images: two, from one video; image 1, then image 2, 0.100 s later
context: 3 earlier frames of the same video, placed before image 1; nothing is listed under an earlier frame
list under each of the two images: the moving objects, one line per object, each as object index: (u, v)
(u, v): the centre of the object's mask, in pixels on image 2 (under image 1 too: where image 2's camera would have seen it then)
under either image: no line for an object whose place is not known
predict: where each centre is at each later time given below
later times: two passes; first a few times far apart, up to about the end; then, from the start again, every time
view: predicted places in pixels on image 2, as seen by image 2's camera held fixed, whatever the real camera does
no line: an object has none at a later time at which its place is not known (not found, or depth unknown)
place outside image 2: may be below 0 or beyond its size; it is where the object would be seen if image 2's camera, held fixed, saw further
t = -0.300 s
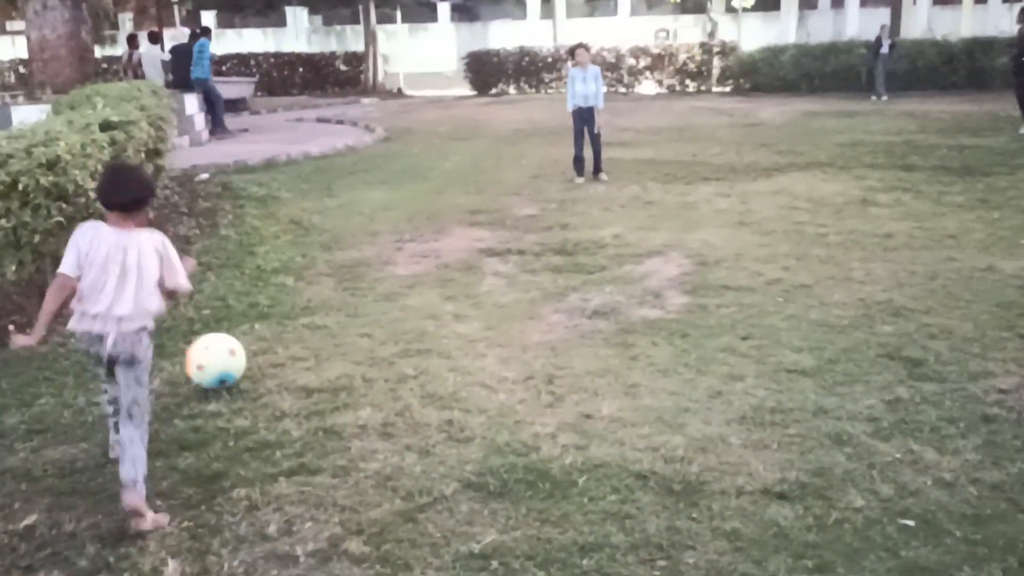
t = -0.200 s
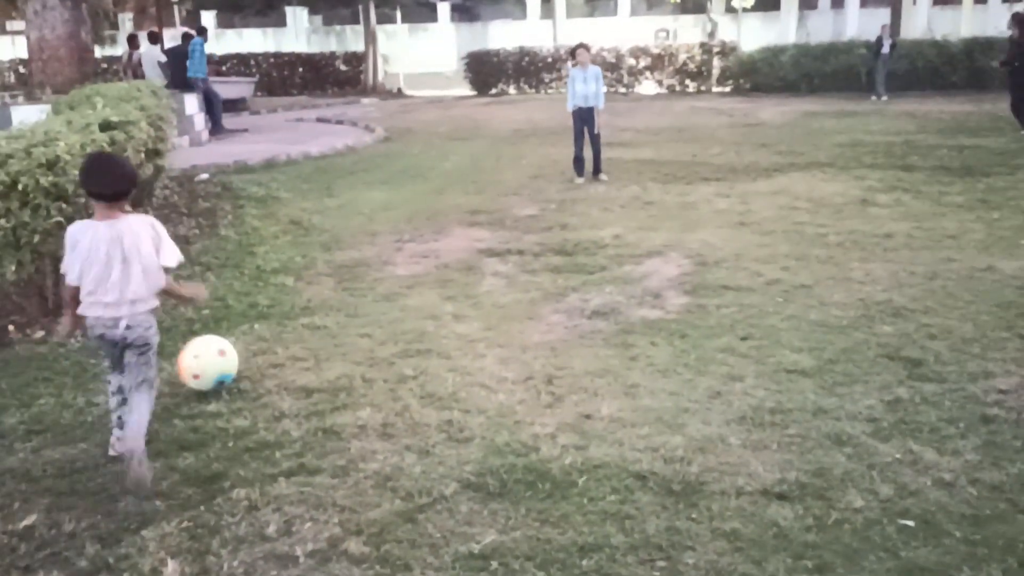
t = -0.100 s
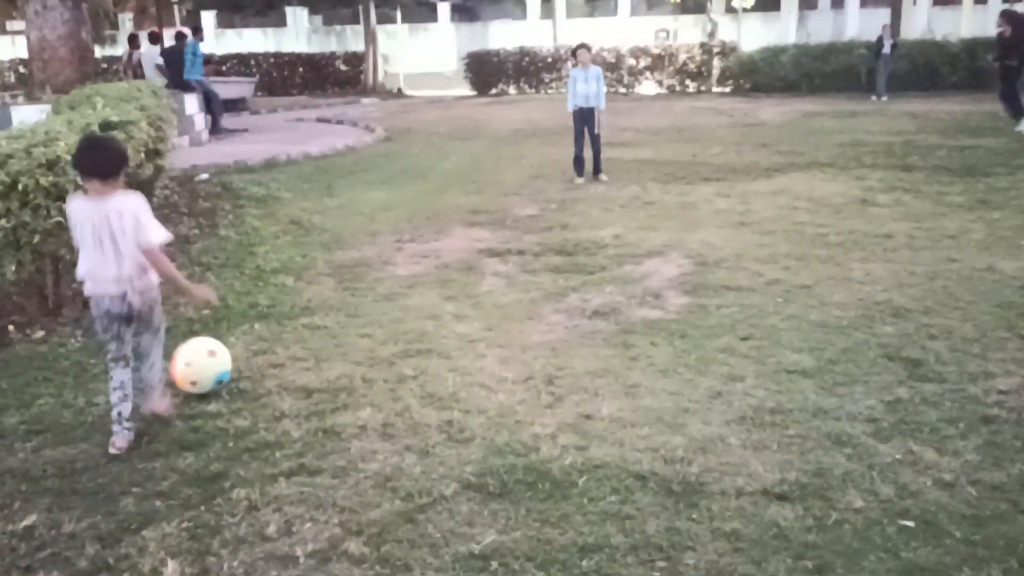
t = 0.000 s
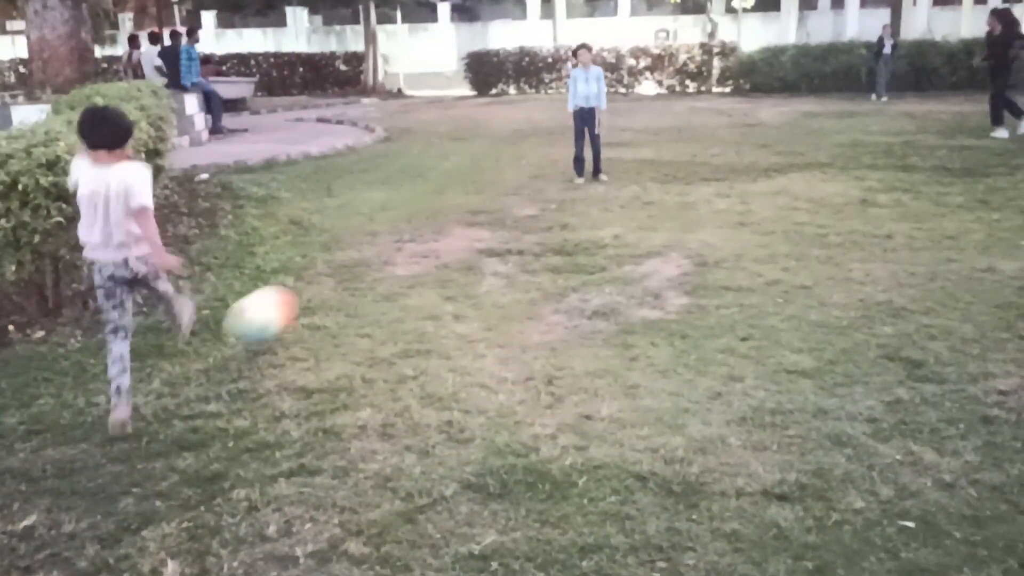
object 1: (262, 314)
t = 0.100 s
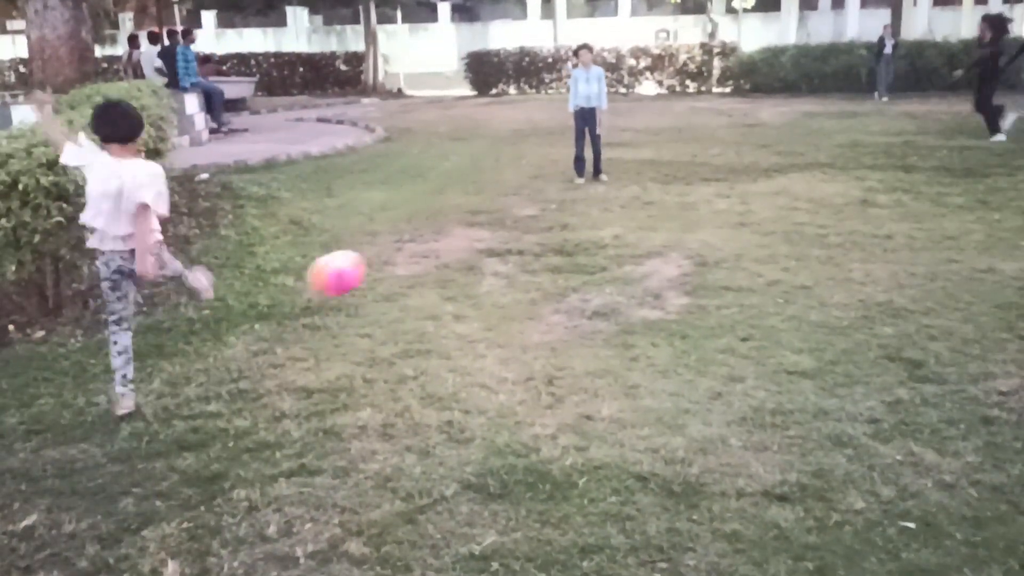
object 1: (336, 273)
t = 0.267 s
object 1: (414, 248)
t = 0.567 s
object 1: (477, 216)
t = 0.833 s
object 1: (512, 201)
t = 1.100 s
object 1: (538, 184)
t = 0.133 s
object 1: (357, 264)
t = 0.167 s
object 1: (375, 257)
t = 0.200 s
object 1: (389, 252)
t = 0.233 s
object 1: (402, 250)
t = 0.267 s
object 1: (414, 248)
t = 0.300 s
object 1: (424, 247)
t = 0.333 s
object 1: (433, 240)
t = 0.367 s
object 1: (441, 233)
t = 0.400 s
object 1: (448, 227)
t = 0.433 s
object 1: (455, 222)
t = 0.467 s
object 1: (459, 218)
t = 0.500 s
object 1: (465, 216)
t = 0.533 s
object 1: (471, 215)
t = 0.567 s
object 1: (477, 216)
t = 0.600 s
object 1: (482, 217)
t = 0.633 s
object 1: (486, 212)
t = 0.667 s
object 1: (490, 207)
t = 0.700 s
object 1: (494, 203)
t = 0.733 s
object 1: (499, 201)
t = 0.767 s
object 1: (503, 201)
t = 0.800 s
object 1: (508, 202)
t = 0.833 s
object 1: (512, 201)
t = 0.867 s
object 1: (515, 197)
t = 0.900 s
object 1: (519, 193)
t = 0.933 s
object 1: (522, 191)
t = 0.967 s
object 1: (526, 192)
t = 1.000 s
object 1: (529, 193)
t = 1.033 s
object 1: (533, 191)
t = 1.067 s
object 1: (535, 188)
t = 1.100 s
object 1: (538, 184)
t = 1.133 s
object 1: (541, 182)
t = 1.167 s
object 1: (544, 180)
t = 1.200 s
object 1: (547, 182)
